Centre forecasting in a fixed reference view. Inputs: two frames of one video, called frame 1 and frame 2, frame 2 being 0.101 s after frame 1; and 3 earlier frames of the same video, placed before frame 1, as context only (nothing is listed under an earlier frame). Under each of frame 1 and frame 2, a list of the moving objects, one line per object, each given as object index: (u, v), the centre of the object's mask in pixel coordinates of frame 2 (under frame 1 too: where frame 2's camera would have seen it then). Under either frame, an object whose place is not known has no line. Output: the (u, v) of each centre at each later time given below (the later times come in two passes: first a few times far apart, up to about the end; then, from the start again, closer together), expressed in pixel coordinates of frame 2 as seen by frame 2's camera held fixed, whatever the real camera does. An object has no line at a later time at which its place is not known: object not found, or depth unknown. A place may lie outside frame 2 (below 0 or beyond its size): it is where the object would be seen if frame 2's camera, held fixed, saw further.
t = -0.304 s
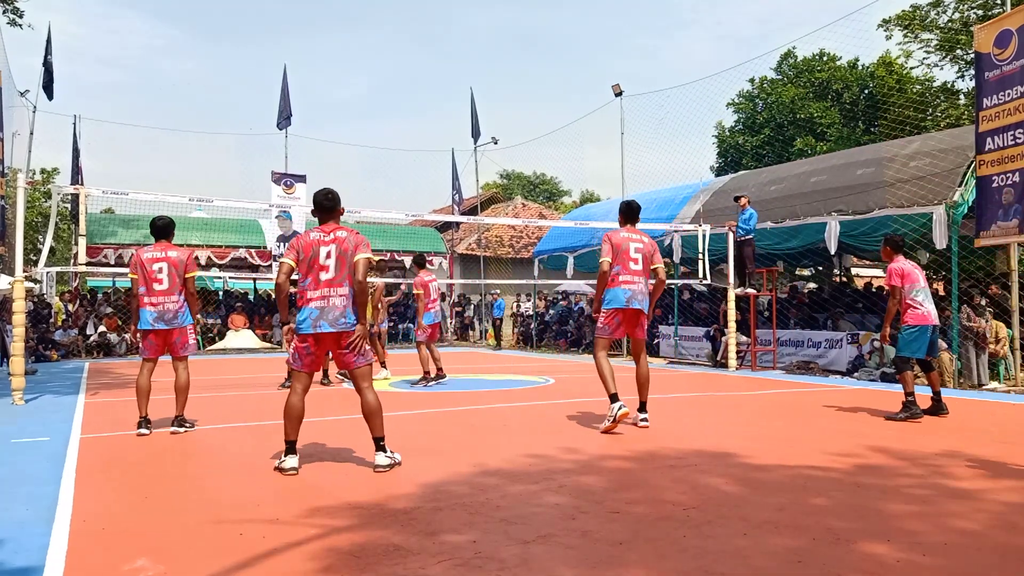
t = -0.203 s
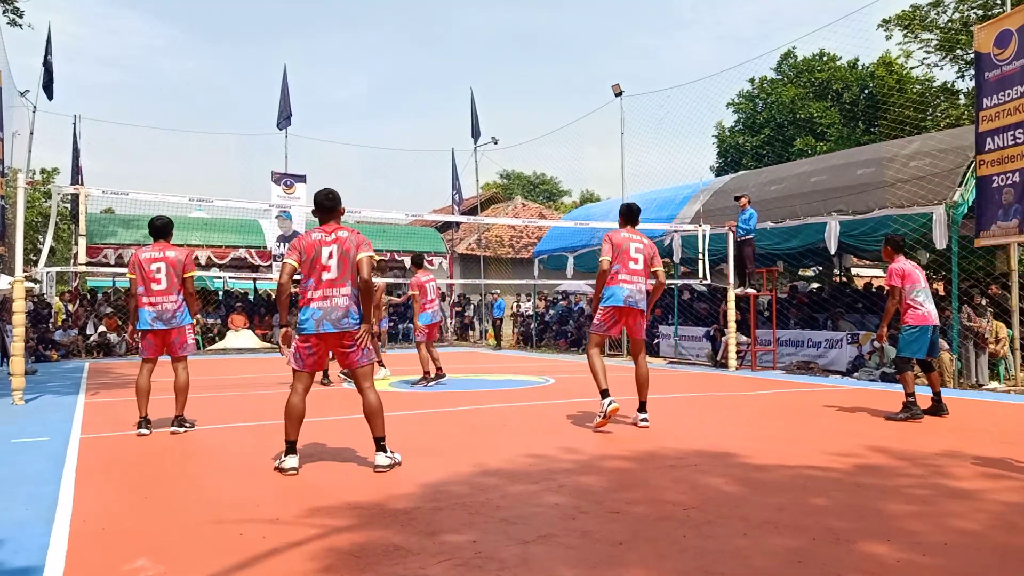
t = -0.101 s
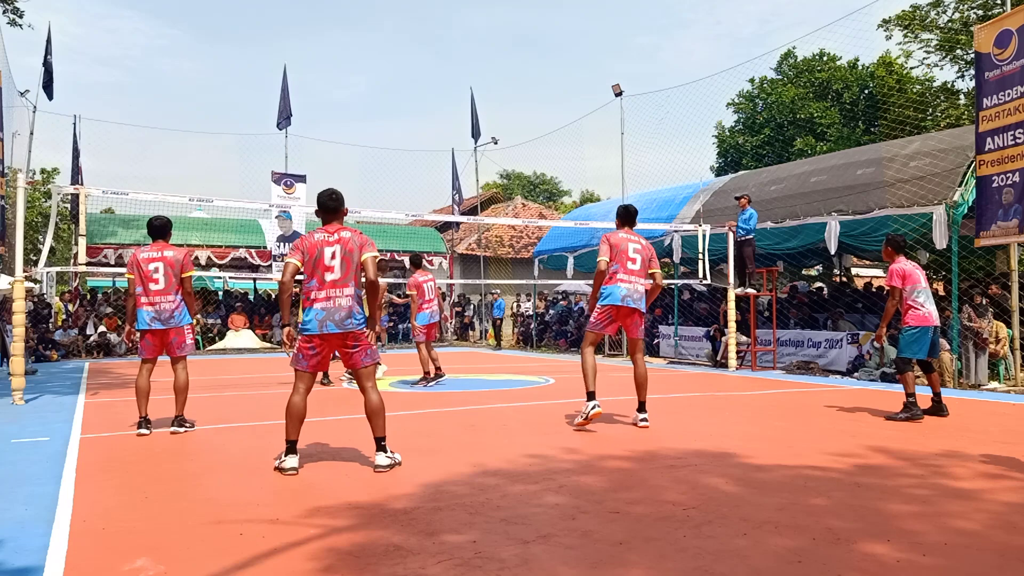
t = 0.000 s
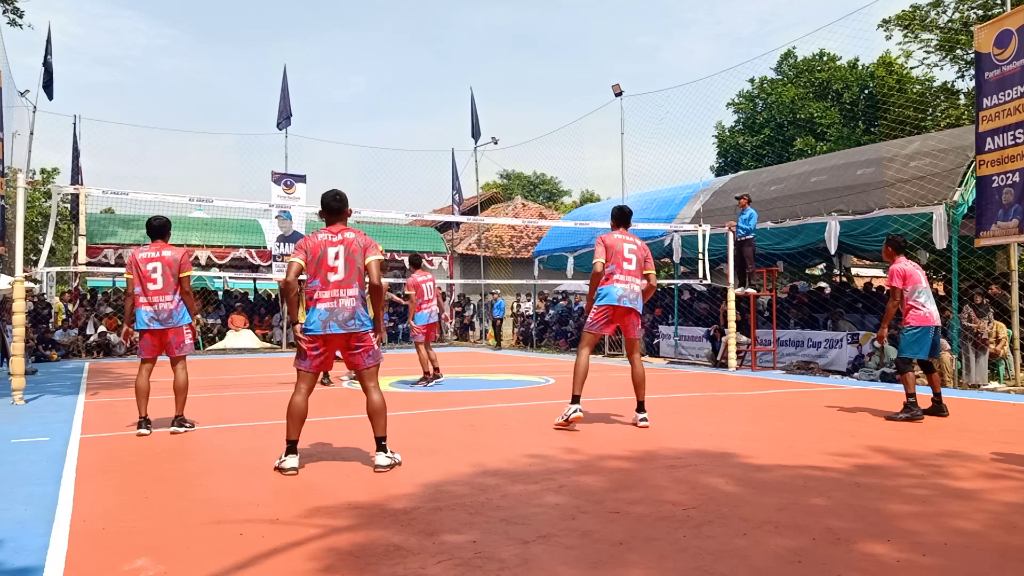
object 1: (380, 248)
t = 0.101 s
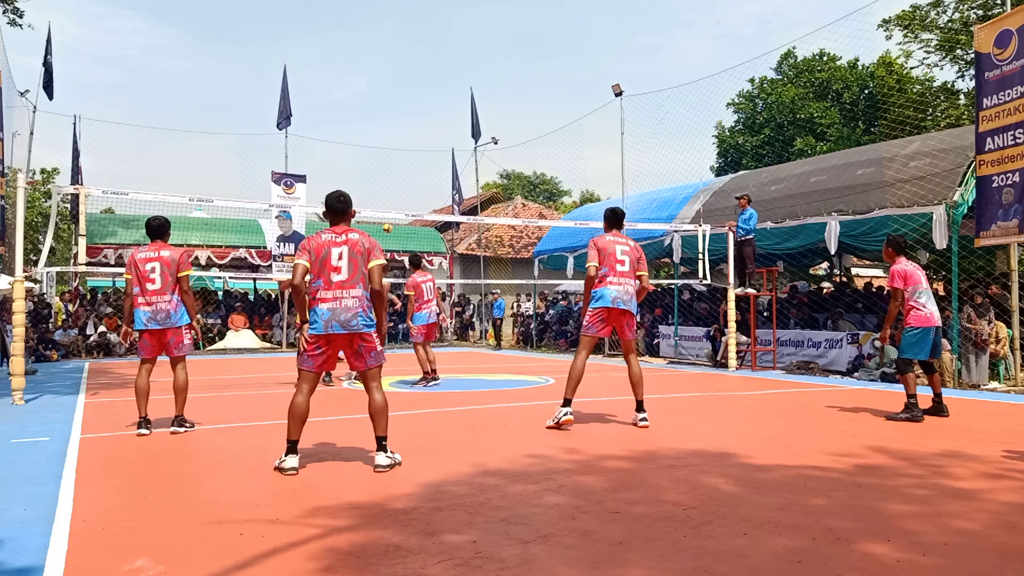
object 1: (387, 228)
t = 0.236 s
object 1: (399, 198)
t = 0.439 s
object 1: (420, 159)
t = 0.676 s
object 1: (460, 141)
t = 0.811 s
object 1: (496, 151)
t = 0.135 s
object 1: (390, 221)
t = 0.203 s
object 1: (396, 206)
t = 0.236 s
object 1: (399, 198)
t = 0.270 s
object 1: (403, 191)
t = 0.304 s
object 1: (406, 184)
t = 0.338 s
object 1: (409, 177)
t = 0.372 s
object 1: (413, 171)
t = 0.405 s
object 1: (416, 165)
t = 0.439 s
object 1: (420, 159)
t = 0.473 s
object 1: (425, 155)
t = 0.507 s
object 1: (429, 150)
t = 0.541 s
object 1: (435, 147)
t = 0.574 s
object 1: (441, 145)
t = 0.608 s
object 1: (447, 142)
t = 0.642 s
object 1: (454, 141)
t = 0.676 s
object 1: (460, 141)
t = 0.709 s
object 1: (470, 142)
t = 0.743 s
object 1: (477, 144)
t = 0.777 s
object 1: (486, 147)
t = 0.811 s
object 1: (496, 151)
